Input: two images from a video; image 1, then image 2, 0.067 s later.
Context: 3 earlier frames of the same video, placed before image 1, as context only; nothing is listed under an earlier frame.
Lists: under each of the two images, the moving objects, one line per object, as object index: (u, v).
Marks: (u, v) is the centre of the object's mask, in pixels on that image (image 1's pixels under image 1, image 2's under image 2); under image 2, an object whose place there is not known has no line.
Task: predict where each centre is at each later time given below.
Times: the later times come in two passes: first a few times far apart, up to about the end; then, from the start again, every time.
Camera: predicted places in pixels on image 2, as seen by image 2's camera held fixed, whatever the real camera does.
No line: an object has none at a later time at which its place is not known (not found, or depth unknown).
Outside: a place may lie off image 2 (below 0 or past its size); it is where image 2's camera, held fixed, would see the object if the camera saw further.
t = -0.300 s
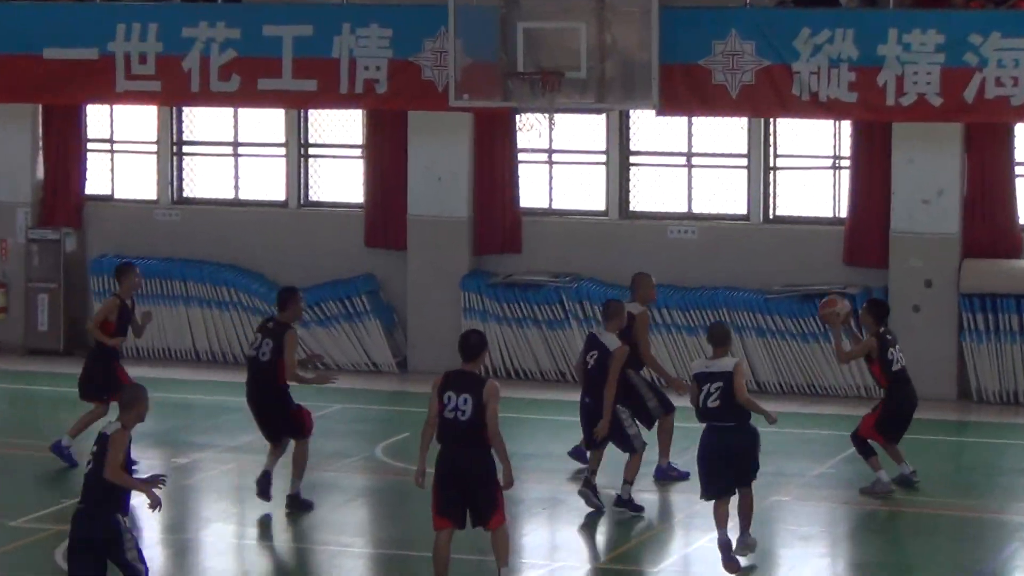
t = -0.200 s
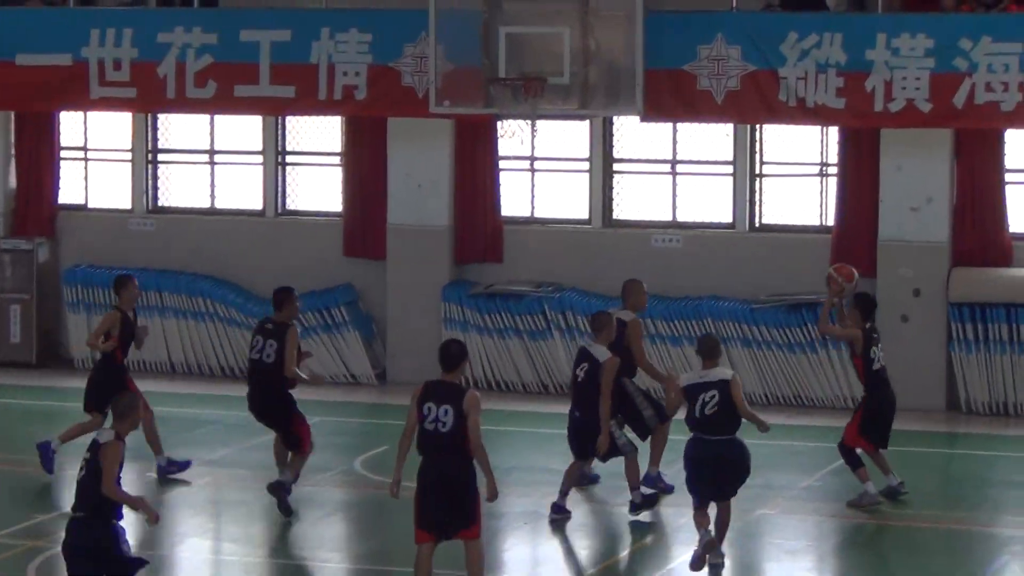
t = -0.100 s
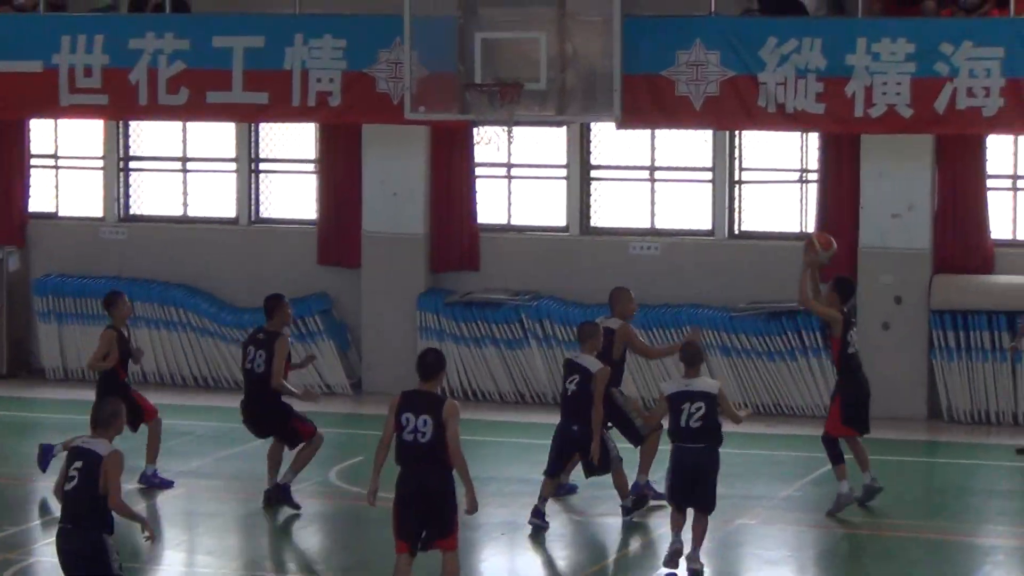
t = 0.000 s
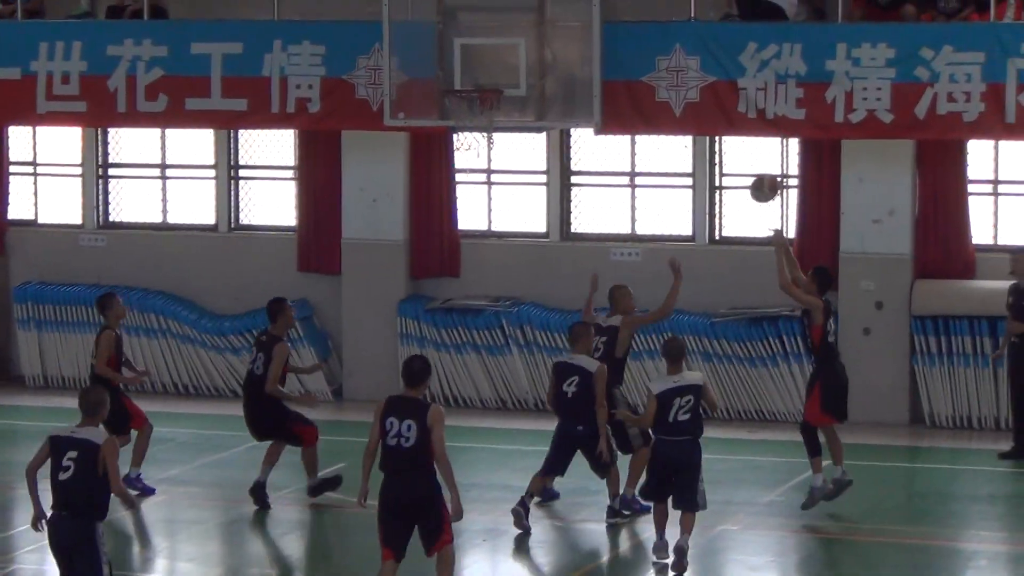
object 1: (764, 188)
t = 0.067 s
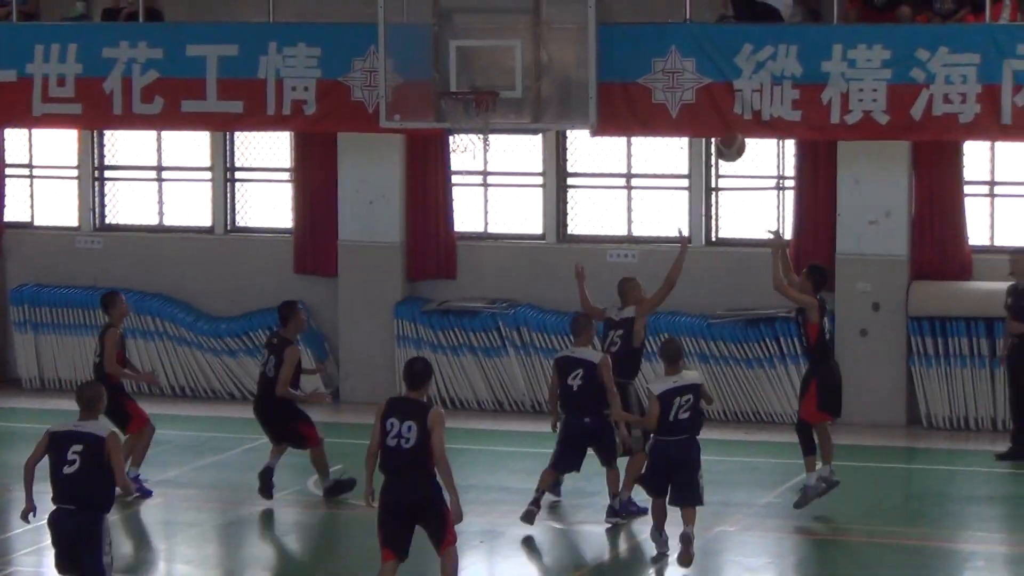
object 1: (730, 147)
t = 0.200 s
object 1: (671, 81)
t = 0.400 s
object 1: (586, 26)
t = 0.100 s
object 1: (717, 130)
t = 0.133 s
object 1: (704, 110)
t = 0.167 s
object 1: (686, 95)
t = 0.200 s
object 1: (671, 81)
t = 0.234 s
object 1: (657, 69)
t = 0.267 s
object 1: (643, 57)
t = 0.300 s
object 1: (629, 47)
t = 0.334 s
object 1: (614, 38)
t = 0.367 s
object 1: (600, 31)
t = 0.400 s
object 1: (586, 26)
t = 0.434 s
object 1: (571, 22)
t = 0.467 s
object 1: (558, 19)
